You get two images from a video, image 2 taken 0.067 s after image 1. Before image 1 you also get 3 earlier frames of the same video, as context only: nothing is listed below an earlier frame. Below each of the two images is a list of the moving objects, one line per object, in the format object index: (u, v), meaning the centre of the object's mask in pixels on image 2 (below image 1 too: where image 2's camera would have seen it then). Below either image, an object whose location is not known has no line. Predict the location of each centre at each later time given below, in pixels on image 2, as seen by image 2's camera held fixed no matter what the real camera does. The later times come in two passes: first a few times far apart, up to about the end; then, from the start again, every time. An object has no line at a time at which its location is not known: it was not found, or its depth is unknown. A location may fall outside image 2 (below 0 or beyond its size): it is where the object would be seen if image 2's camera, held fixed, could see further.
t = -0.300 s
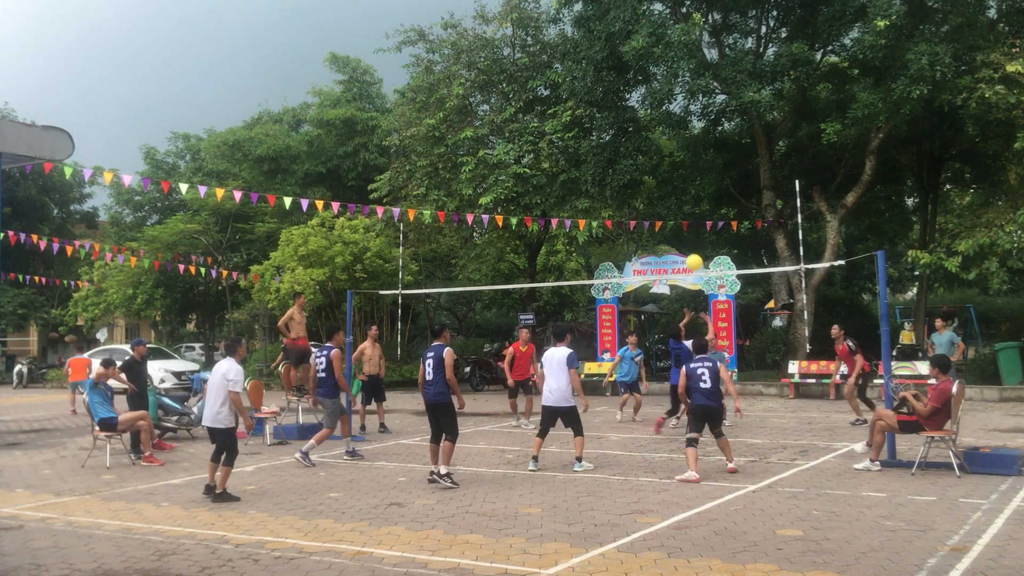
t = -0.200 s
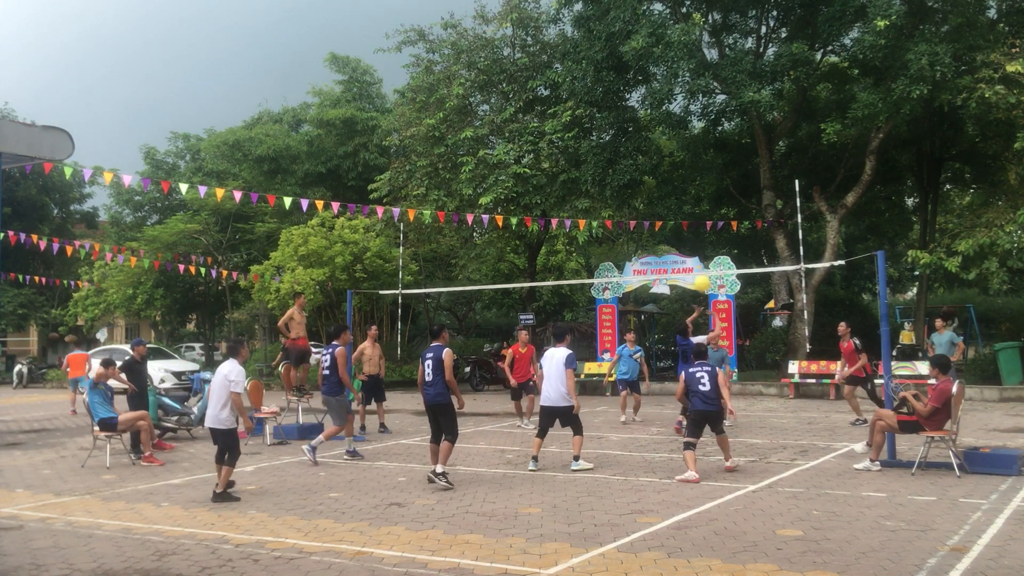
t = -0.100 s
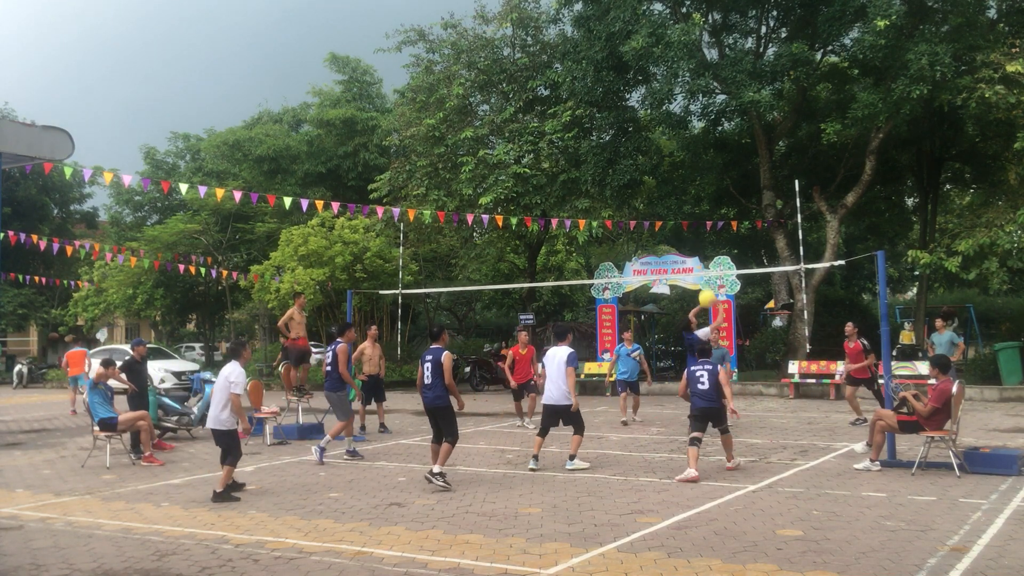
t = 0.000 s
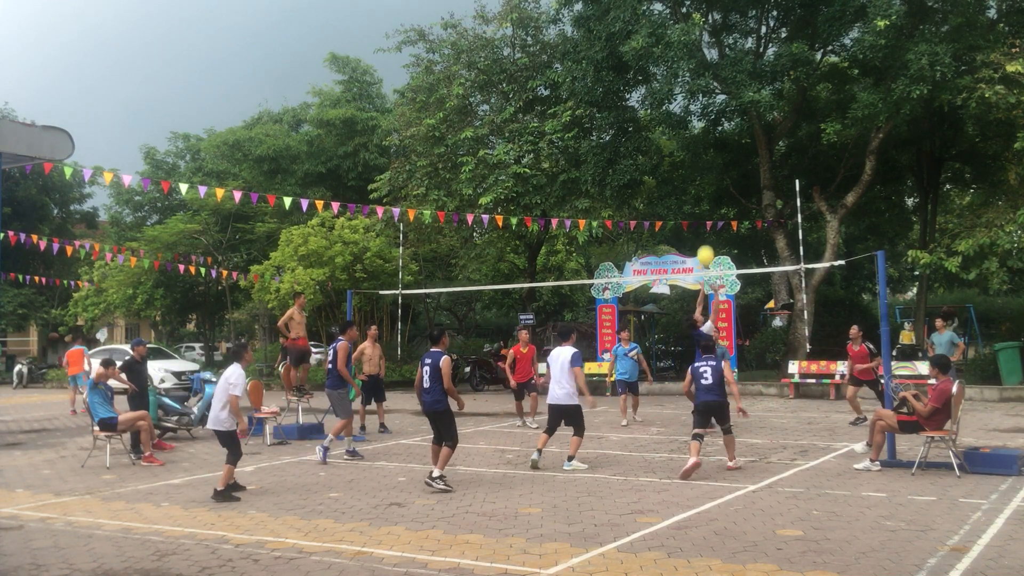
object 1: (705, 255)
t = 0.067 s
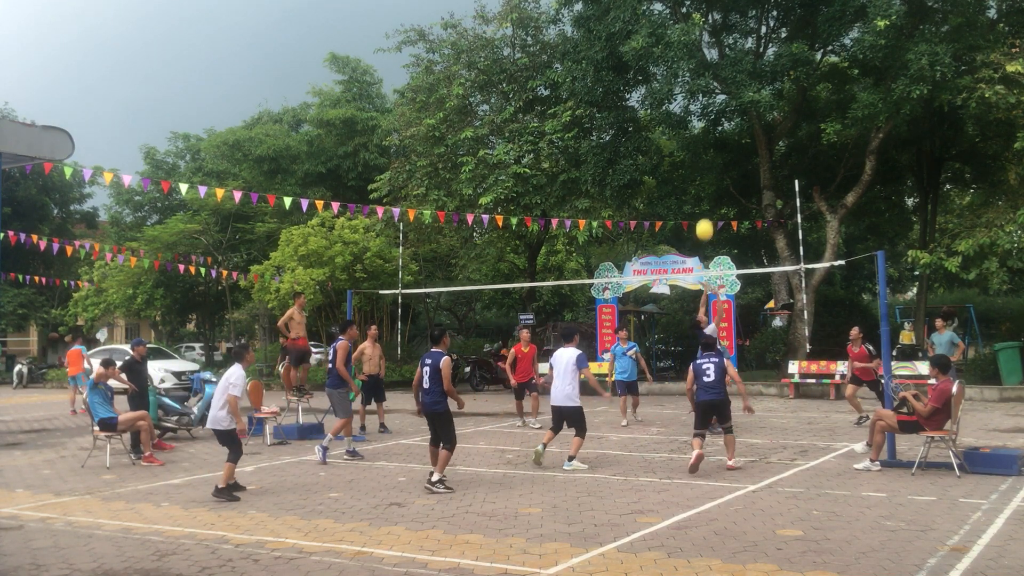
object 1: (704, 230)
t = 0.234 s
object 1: (703, 177)
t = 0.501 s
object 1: (702, 132)
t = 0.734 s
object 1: (703, 132)
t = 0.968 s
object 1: (706, 171)
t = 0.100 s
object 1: (704, 217)
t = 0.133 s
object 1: (703, 206)
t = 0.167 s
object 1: (703, 195)
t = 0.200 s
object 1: (703, 186)
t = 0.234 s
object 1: (703, 177)
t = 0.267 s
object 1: (702, 168)
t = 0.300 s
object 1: (702, 161)
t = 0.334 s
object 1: (702, 154)
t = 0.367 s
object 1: (702, 148)
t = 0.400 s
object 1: (702, 143)
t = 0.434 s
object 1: (702, 138)
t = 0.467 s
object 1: (702, 135)
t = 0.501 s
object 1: (702, 132)
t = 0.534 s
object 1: (702, 129)
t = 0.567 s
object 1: (702, 128)
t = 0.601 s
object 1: (702, 127)
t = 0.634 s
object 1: (703, 127)
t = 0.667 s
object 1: (703, 128)
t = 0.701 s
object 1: (703, 129)
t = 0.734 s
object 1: (703, 132)
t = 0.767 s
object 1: (704, 135)
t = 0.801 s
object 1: (704, 139)
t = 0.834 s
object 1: (704, 143)
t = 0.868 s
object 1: (705, 149)
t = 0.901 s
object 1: (705, 155)
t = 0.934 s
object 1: (705, 163)
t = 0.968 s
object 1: (706, 171)
